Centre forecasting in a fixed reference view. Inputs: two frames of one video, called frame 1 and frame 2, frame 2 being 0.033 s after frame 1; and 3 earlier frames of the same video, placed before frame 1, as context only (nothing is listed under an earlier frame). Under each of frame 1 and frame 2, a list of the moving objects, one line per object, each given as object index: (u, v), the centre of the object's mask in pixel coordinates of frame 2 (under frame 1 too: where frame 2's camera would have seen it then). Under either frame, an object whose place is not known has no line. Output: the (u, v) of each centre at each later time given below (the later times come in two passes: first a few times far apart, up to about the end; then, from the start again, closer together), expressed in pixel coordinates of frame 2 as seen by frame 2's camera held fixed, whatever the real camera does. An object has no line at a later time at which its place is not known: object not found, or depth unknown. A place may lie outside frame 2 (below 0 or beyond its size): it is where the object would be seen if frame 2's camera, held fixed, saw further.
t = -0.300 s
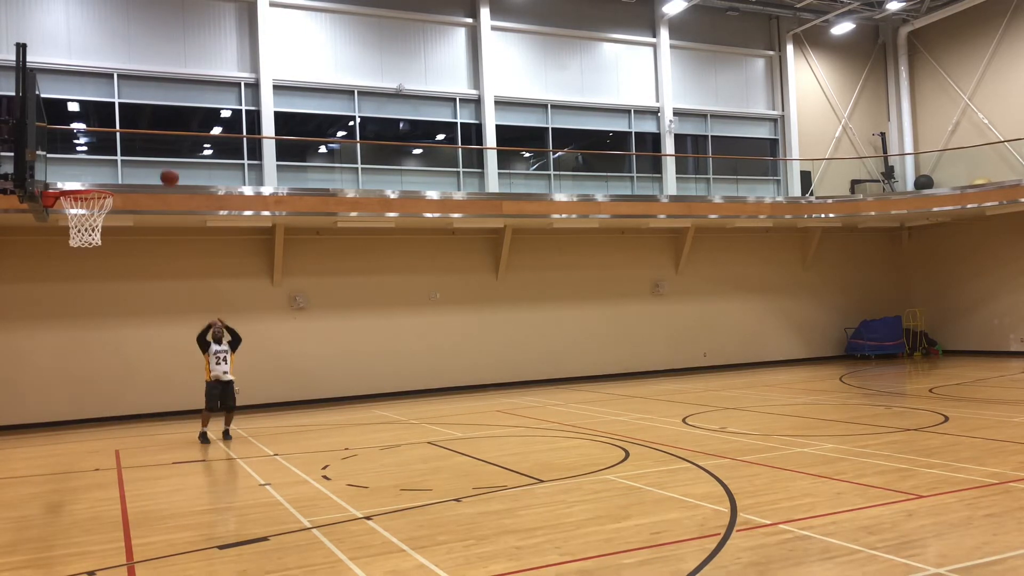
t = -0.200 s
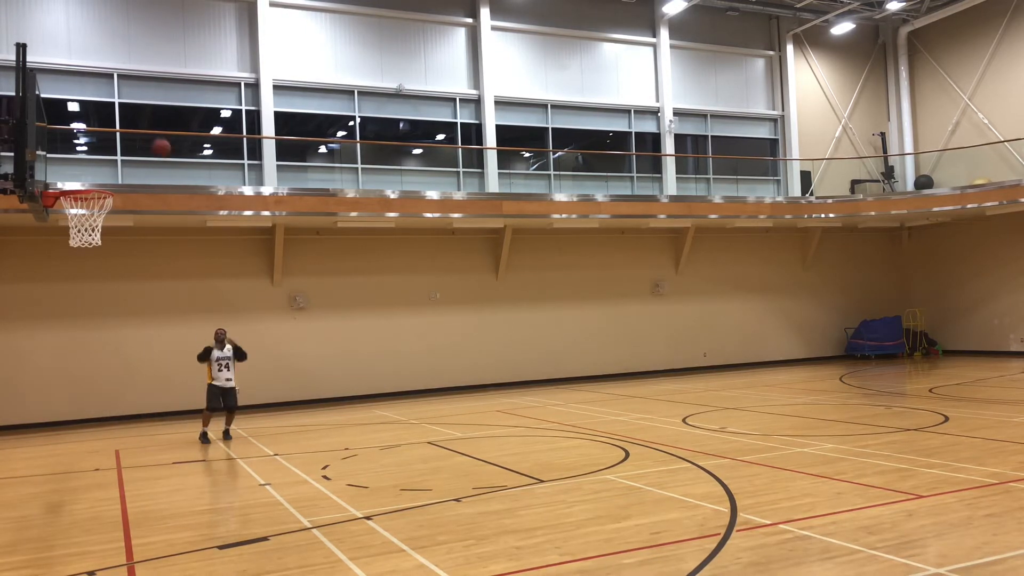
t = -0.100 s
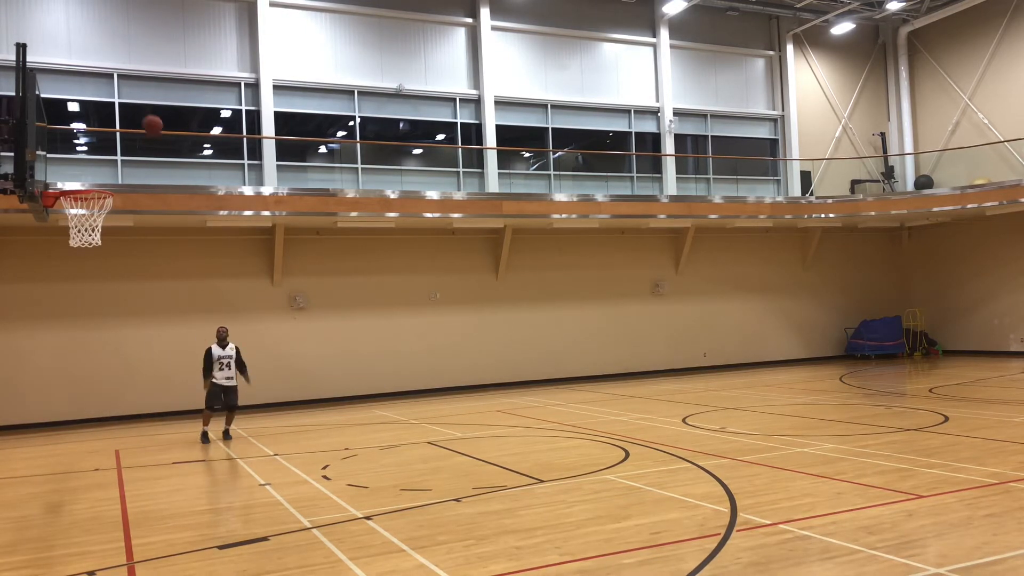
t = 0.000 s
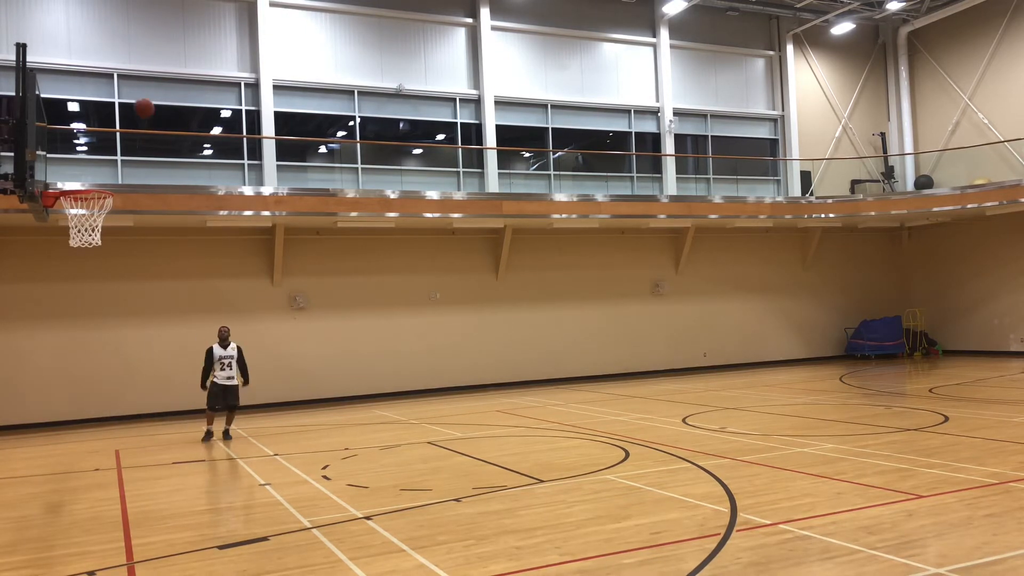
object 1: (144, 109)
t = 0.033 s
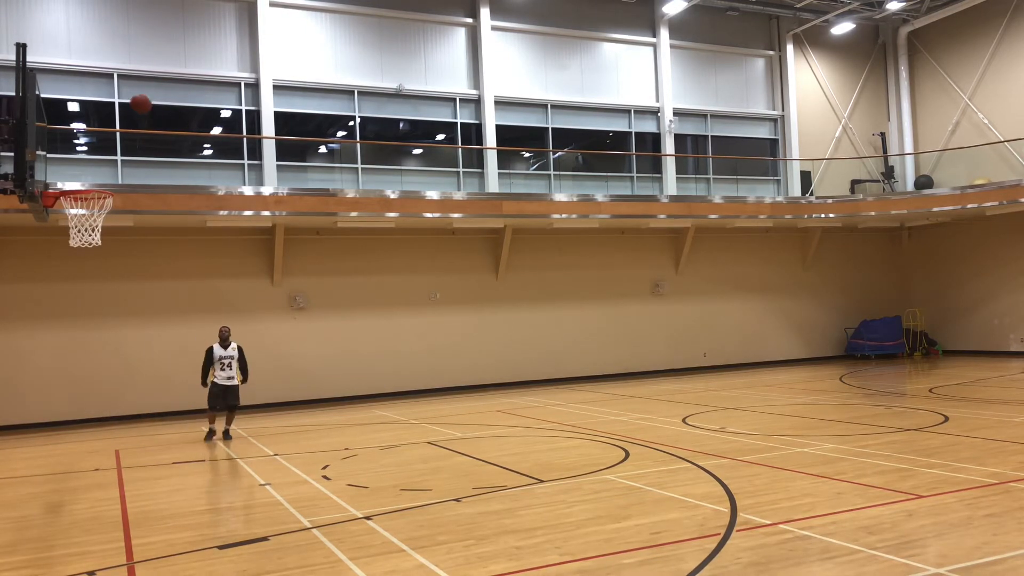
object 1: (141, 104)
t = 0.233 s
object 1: (123, 96)
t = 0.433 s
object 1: (103, 122)
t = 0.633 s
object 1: (82, 185)
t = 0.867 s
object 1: (77, 246)
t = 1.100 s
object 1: (77, 335)
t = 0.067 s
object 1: (138, 101)
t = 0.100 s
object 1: (135, 98)
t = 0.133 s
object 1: (132, 96)
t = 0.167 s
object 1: (129, 96)
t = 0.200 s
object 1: (126, 96)
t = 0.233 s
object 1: (123, 96)
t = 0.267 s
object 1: (119, 98)
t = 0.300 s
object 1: (116, 101)
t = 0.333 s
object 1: (113, 105)
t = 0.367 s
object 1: (109, 110)
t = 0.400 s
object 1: (106, 116)
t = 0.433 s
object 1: (103, 122)
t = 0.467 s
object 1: (100, 131)
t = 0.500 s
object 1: (97, 141)
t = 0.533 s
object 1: (94, 151)
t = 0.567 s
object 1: (90, 163)
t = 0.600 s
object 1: (87, 176)
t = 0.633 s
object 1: (82, 185)
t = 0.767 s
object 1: (77, 229)
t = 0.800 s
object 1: (77, 232)
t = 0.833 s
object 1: (77, 238)
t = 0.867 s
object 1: (77, 246)
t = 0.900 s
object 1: (77, 255)
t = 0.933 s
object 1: (77, 265)
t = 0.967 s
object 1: (77, 276)
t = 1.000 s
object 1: (77, 289)
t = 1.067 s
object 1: (77, 319)
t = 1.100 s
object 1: (77, 335)
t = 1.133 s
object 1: (77, 352)
